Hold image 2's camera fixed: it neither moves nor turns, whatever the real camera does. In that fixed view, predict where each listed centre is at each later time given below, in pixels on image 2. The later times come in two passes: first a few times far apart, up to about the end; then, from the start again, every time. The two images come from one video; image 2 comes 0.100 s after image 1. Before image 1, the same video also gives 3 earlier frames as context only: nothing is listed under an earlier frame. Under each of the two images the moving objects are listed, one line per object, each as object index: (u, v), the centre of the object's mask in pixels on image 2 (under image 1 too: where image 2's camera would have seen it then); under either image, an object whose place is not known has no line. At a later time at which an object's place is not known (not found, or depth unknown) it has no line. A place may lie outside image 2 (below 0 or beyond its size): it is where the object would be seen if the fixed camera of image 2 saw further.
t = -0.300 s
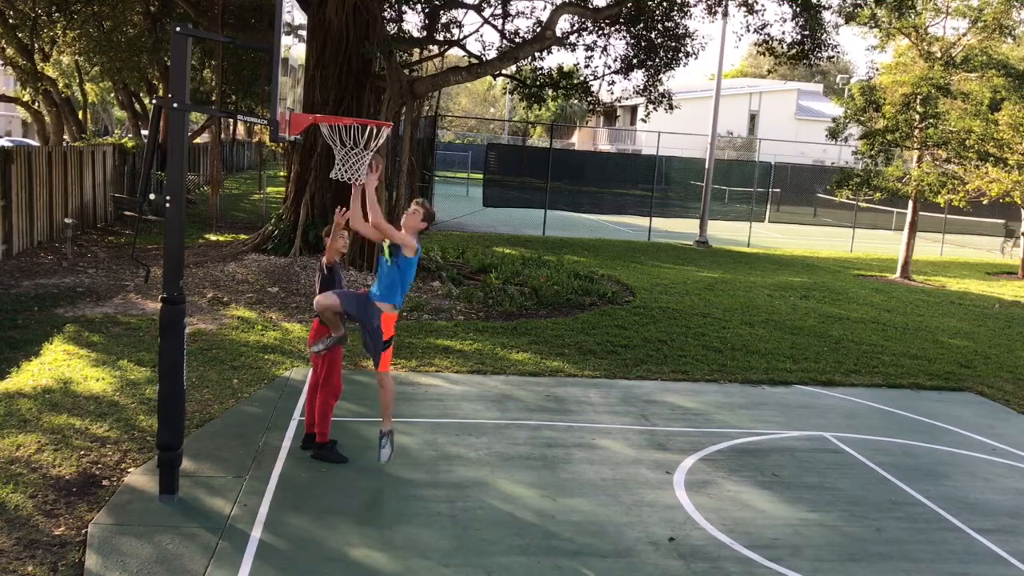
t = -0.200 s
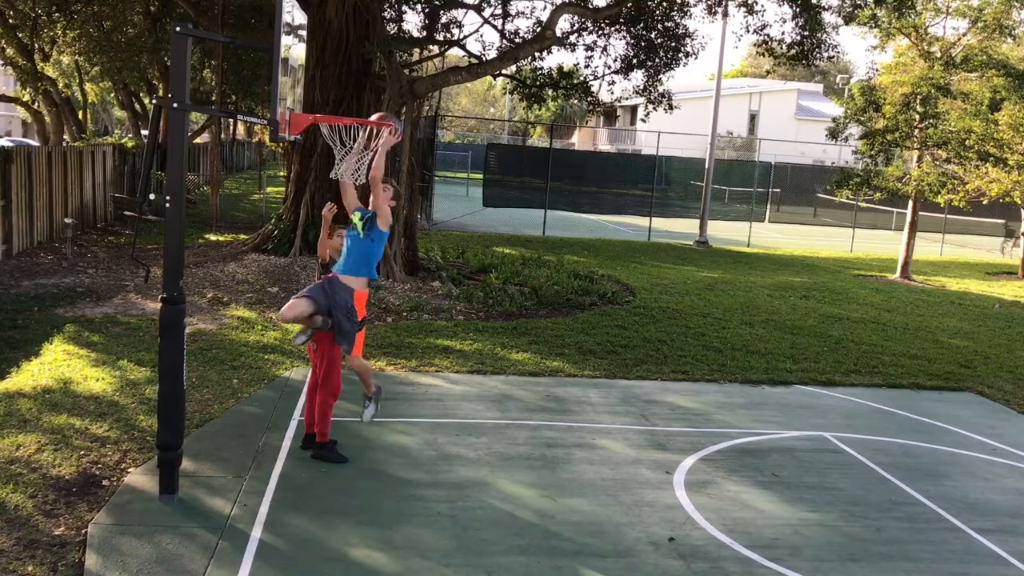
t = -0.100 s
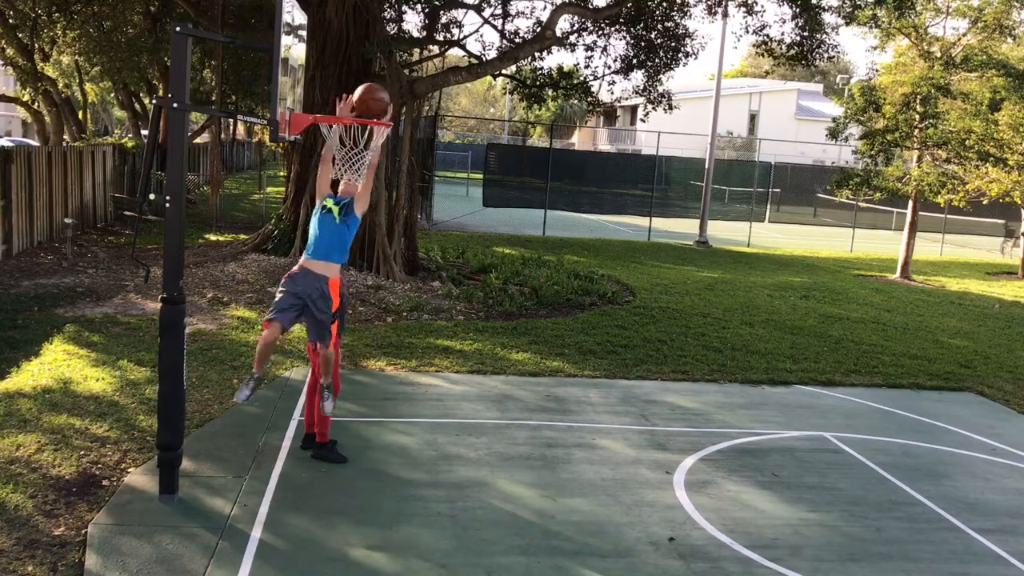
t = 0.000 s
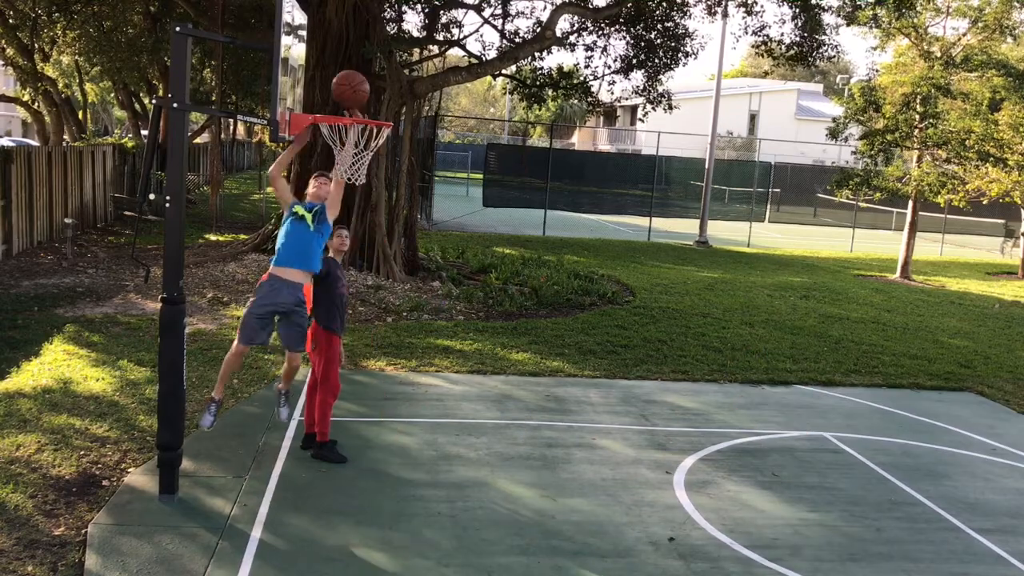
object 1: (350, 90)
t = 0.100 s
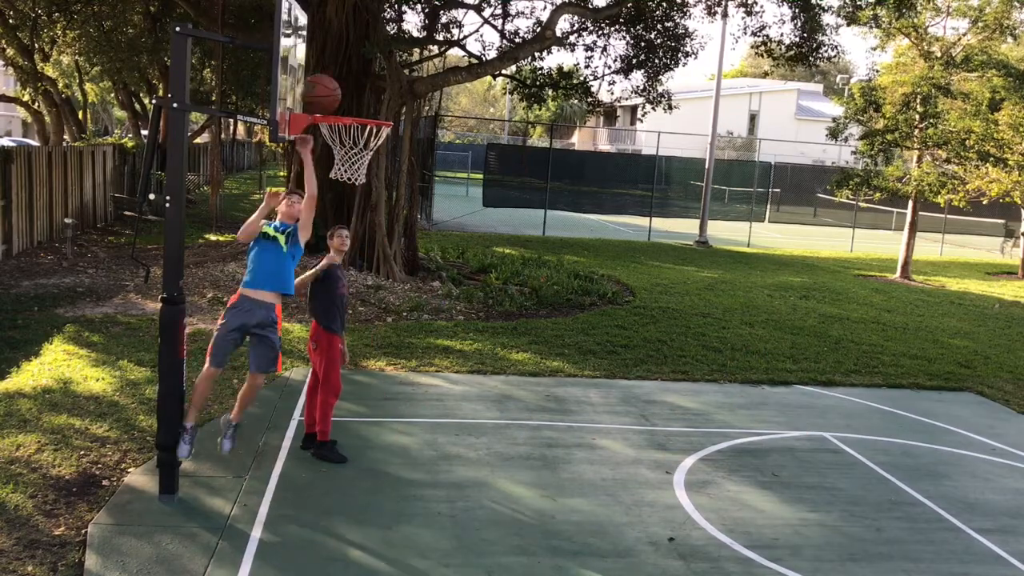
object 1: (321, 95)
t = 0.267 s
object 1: (325, 136)
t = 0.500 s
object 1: (370, 279)
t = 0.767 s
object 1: (412, 559)
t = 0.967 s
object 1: (458, 430)
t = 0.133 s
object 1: (311, 100)
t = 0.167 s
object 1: (307, 106)
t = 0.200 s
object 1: (313, 115)
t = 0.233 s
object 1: (318, 124)
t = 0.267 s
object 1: (325, 136)
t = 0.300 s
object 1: (332, 152)
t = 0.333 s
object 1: (338, 167)
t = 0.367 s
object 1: (345, 186)
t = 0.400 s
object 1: (351, 206)
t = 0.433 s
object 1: (358, 228)
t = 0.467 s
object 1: (365, 252)
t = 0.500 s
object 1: (370, 279)
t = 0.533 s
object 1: (375, 307)
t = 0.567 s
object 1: (381, 337)
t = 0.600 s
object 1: (387, 370)
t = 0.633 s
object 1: (392, 404)
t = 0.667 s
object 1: (397, 440)
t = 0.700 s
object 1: (402, 478)
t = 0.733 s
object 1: (407, 518)
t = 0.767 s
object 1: (412, 559)
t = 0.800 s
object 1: (419, 551)
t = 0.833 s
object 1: (427, 524)
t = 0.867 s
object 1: (435, 497)
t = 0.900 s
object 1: (443, 473)
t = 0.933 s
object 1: (450, 451)
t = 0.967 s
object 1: (458, 430)
